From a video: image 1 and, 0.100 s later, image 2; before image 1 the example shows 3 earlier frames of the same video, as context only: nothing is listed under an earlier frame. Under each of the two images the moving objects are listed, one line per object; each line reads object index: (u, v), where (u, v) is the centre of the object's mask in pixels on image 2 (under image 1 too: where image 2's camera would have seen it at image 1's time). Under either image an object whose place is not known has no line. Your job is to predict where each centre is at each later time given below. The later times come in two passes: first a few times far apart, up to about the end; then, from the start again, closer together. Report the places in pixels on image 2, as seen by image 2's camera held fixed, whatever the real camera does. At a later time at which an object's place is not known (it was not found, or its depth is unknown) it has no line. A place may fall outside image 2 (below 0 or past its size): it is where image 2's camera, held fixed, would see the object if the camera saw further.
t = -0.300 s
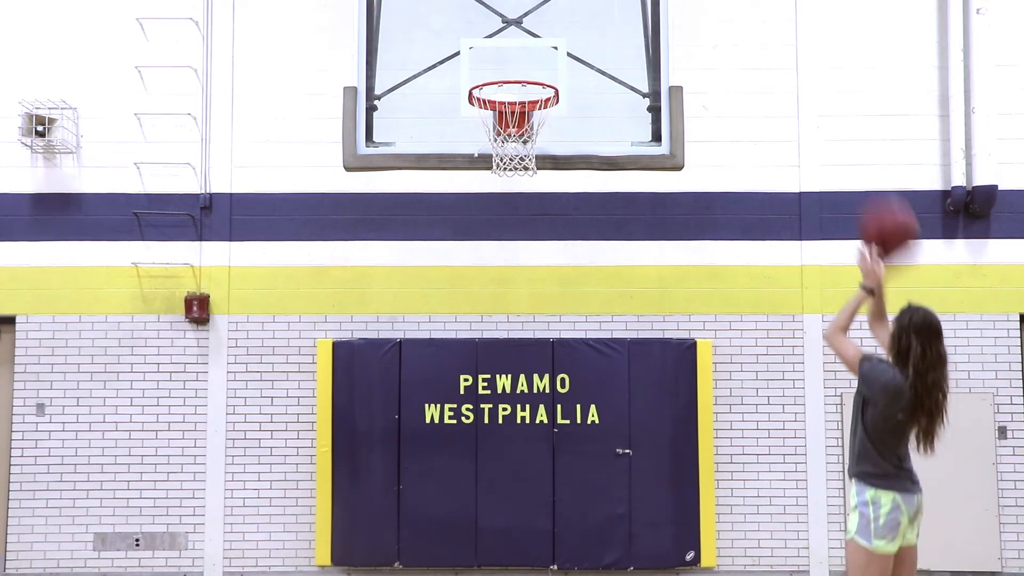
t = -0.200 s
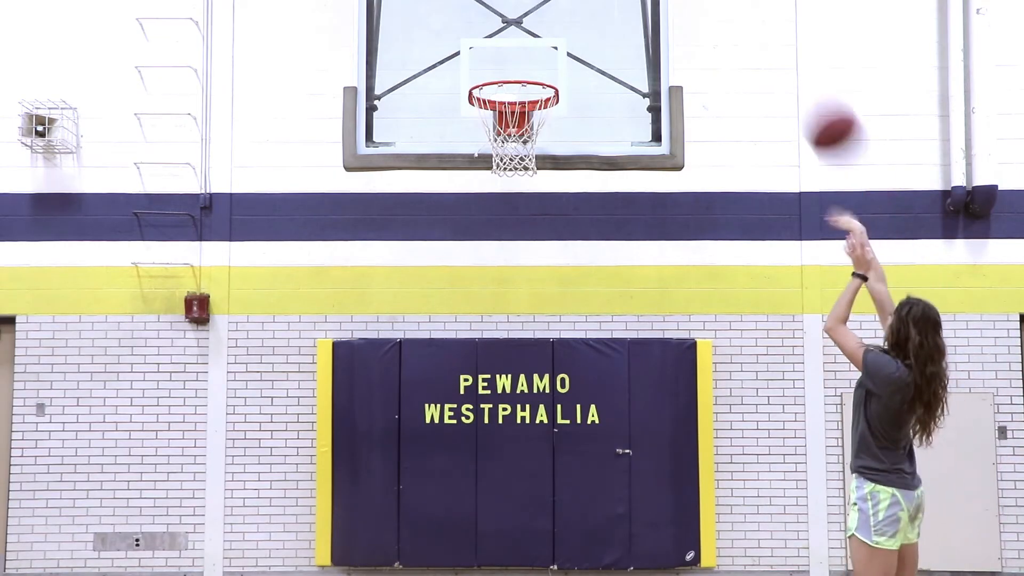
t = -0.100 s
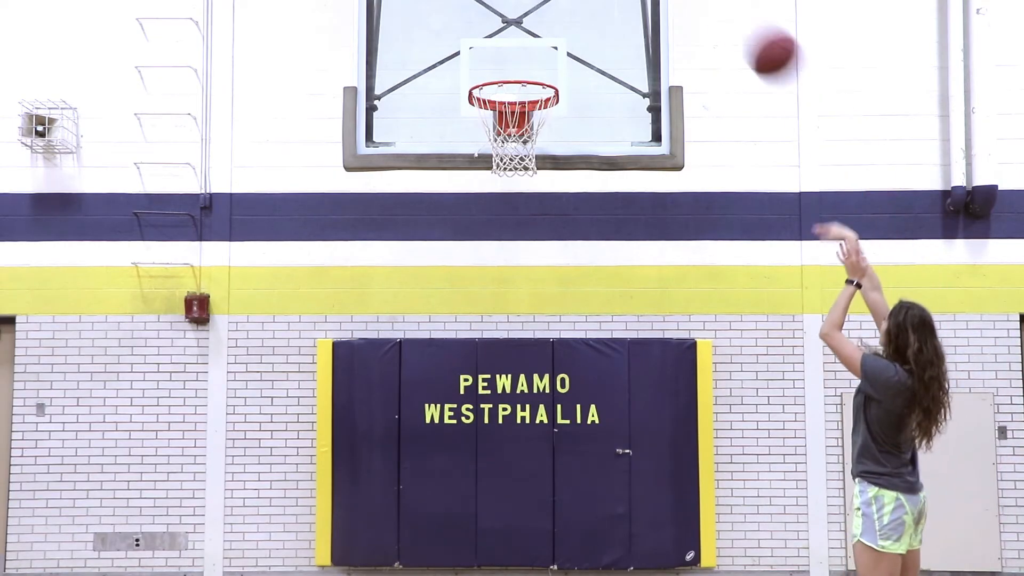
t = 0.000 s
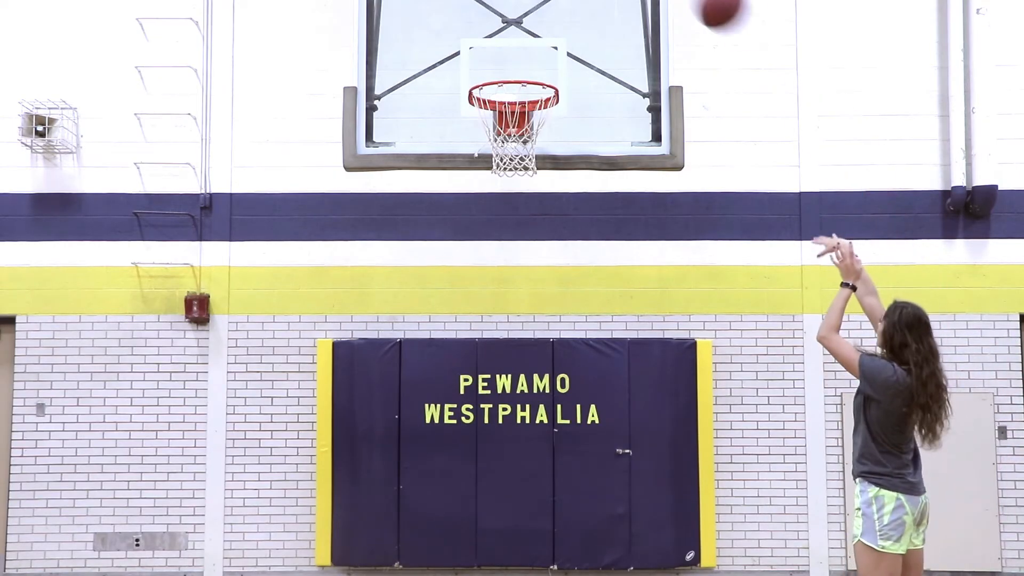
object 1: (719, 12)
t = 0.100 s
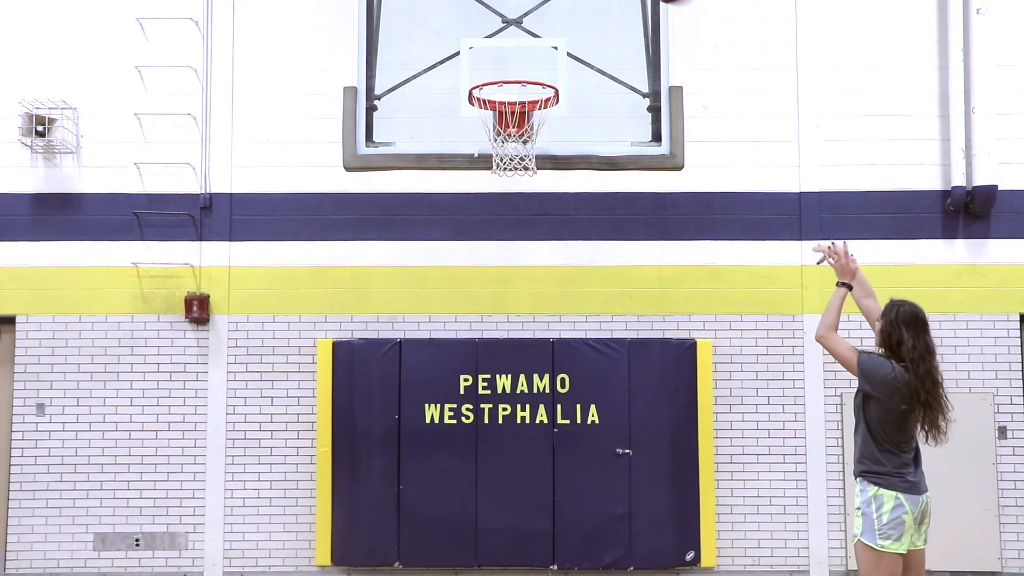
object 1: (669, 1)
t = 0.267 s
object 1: (603, 2)
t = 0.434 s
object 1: (539, 31)
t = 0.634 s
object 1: (523, 92)
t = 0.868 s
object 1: (502, 149)
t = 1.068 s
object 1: (499, 172)
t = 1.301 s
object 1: (500, 293)
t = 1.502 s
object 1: (500, 489)
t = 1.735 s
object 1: (500, 553)
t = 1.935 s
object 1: (504, 447)
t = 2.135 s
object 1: (508, 410)
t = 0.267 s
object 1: (603, 2)
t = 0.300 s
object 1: (589, 4)
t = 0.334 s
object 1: (577, 7)
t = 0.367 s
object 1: (564, 11)
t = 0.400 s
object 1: (551, 18)
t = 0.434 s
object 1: (539, 31)
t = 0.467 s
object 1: (526, 48)
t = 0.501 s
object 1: (516, 62)
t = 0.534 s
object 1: (504, 82)
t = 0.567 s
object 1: (505, 91)
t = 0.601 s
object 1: (515, 90)
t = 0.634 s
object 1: (523, 92)
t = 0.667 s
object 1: (521, 98)
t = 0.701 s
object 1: (516, 110)
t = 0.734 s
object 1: (513, 119)
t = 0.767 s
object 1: (510, 127)
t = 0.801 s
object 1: (494, 135)
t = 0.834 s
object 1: (498, 143)
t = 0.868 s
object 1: (502, 149)
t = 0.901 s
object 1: (502, 144)
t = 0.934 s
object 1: (502, 145)
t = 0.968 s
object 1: (502, 149)
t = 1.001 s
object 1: (501, 154)
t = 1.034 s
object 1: (499, 162)
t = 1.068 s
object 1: (499, 172)
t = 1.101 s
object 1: (500, 184)
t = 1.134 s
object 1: (500, 197)
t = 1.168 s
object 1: (500, 212)
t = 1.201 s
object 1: (500, 226)
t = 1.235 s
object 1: (500, 245)
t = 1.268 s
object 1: (500, 270)
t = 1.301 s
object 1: (500, 293)
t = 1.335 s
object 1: (500, 318)
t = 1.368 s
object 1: (500, 354)
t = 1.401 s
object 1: (500, 377)
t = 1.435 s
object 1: (501, 418)
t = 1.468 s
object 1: (500, 453)
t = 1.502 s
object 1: (500, 489)
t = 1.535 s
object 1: (499, 531)
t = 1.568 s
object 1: (499, 557)
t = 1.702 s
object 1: (500, 565)
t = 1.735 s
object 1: (500, 553)
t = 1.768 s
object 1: (501, 533)
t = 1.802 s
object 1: (502, 512)
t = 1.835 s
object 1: (502, 492)
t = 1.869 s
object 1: (503, 475)
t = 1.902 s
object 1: (504, 459)
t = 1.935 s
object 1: (504, 447)
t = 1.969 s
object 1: (505, 437)
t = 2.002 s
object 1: (505, 427)
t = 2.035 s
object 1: (506, 418)
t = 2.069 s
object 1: (507, 414)
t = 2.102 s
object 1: (507, 411)
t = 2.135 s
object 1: (508, 410)
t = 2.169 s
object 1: (508, 411)
